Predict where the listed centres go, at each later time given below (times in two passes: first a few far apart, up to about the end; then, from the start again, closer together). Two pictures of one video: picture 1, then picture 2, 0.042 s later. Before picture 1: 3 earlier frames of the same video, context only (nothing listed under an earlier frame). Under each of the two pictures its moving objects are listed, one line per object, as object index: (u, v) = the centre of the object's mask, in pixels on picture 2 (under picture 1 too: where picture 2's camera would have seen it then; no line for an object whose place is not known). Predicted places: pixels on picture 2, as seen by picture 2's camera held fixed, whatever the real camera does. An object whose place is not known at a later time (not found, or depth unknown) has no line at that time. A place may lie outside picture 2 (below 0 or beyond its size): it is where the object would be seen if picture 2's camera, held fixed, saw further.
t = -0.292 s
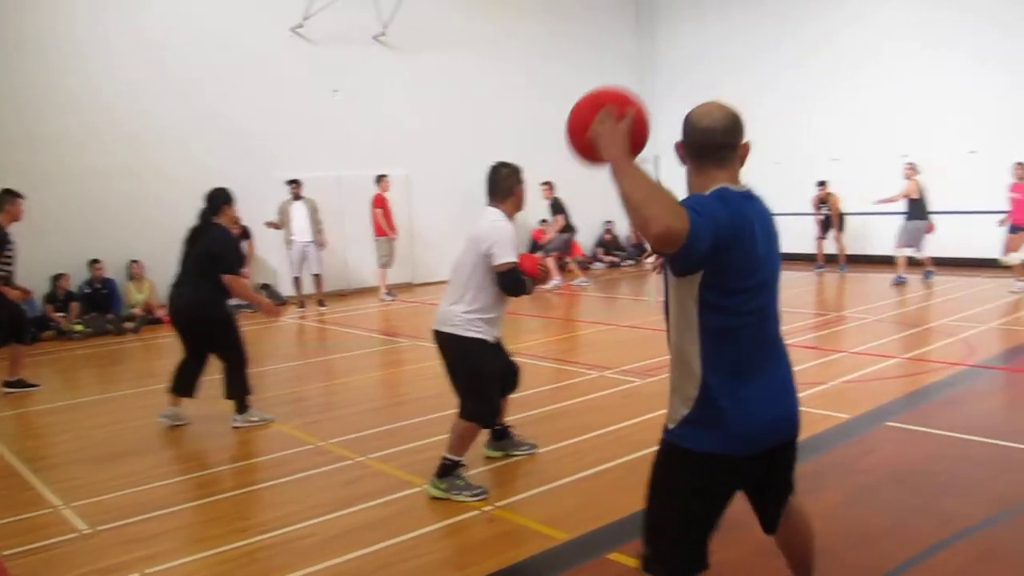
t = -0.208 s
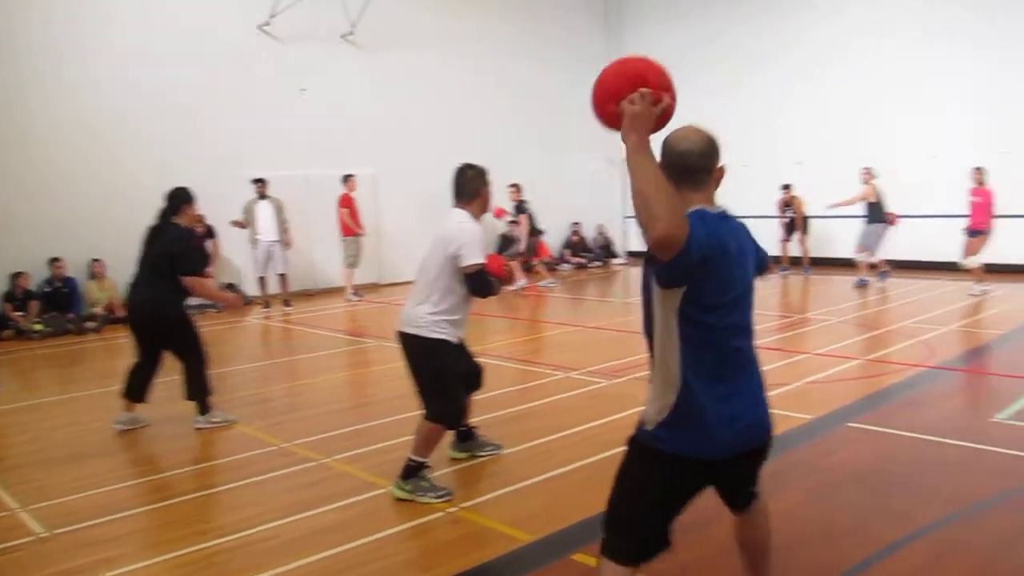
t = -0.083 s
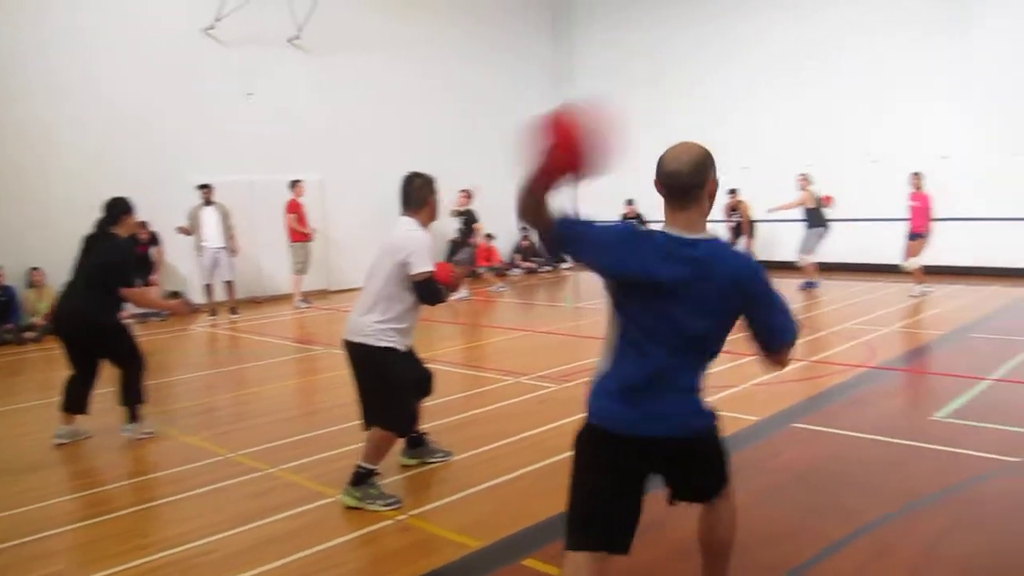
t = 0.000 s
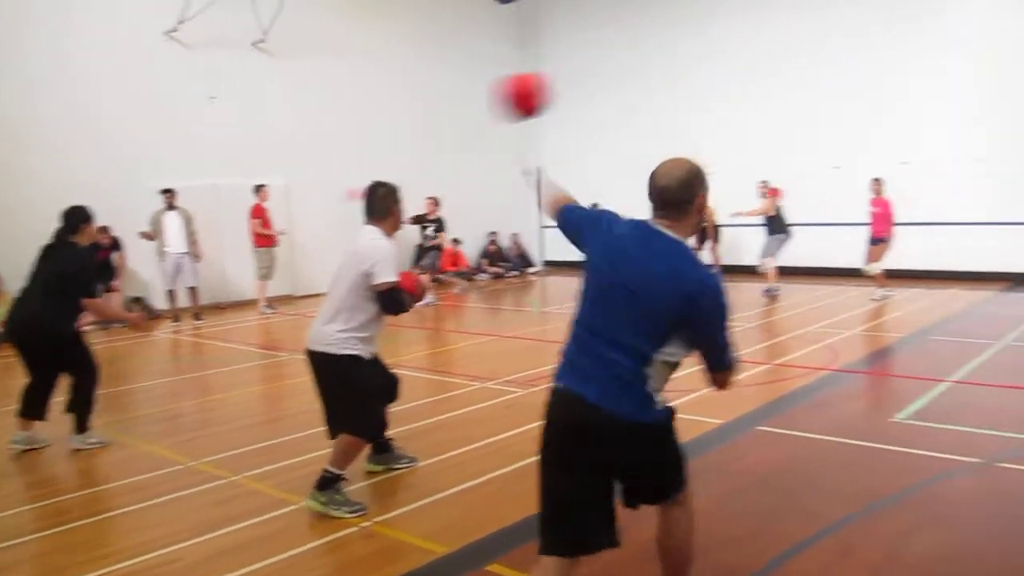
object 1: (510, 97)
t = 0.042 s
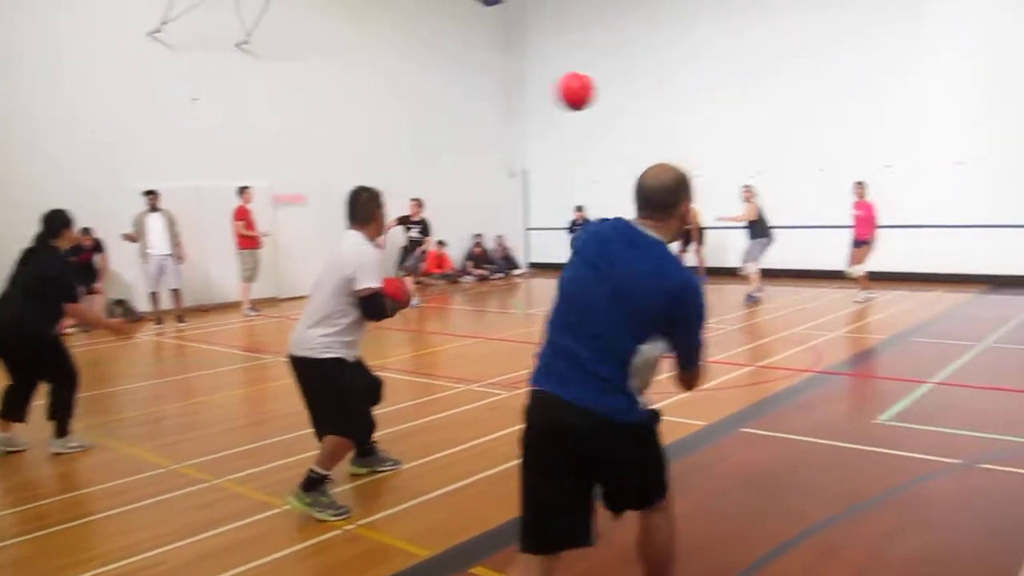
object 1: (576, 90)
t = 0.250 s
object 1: (683, 128)
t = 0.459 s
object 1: (709, 189)
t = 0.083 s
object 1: (615, 92)
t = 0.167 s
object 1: (659, 107)
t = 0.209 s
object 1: (673, 117)
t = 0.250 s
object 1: (683, 128)
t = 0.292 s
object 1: (690, 141)
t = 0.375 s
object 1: (700, 166)
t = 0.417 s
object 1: (703, 177)
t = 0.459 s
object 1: (709, 189)
